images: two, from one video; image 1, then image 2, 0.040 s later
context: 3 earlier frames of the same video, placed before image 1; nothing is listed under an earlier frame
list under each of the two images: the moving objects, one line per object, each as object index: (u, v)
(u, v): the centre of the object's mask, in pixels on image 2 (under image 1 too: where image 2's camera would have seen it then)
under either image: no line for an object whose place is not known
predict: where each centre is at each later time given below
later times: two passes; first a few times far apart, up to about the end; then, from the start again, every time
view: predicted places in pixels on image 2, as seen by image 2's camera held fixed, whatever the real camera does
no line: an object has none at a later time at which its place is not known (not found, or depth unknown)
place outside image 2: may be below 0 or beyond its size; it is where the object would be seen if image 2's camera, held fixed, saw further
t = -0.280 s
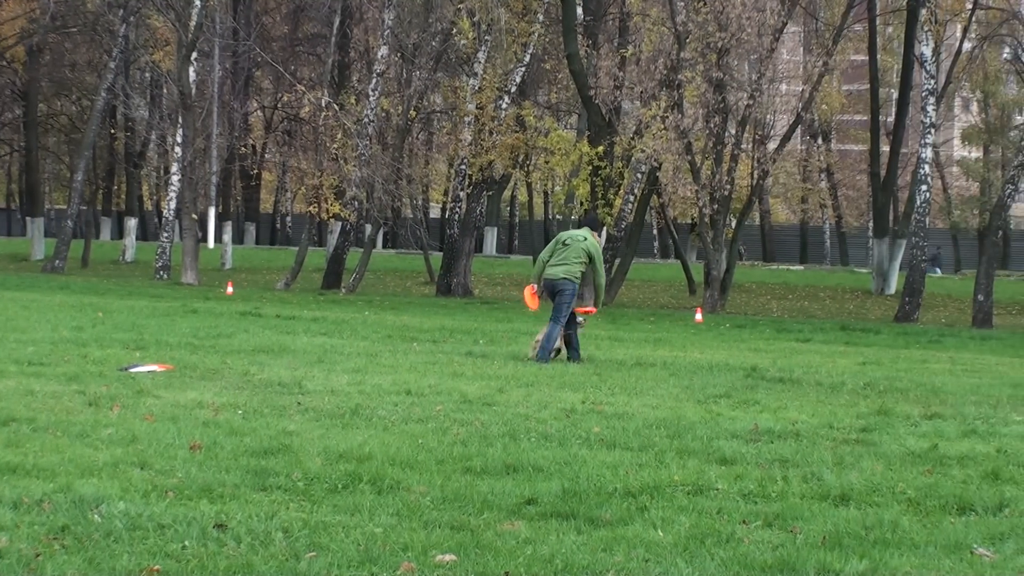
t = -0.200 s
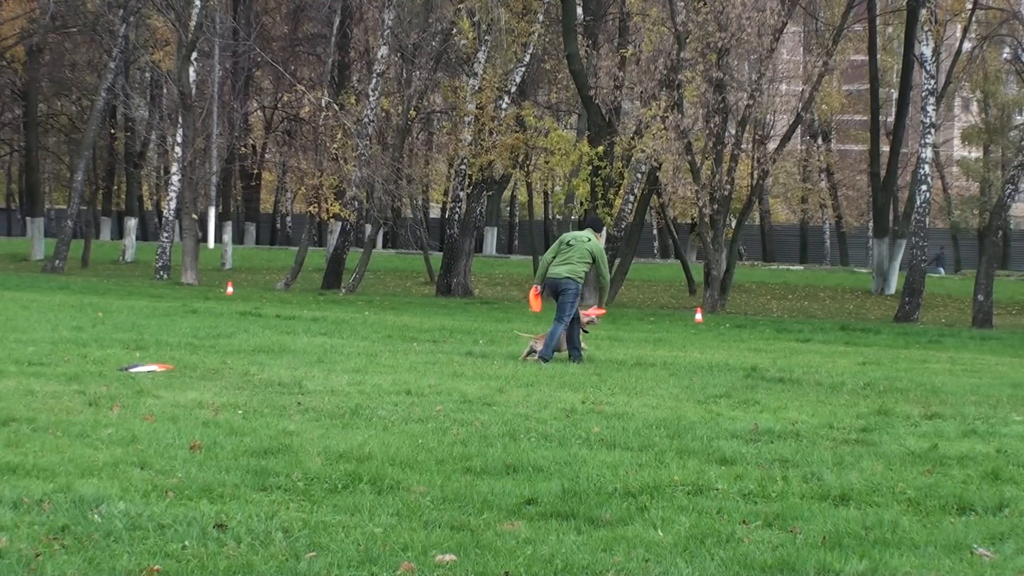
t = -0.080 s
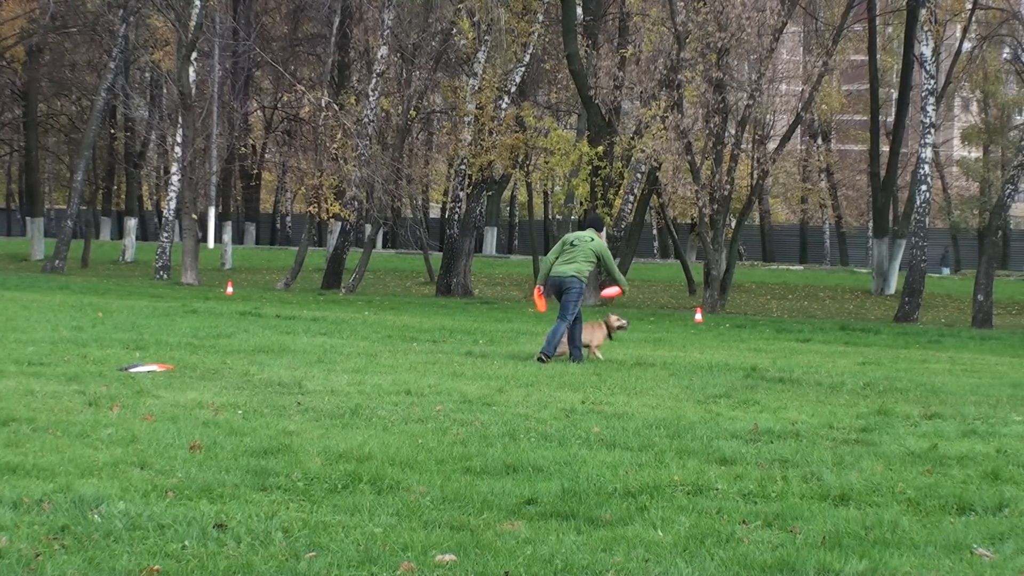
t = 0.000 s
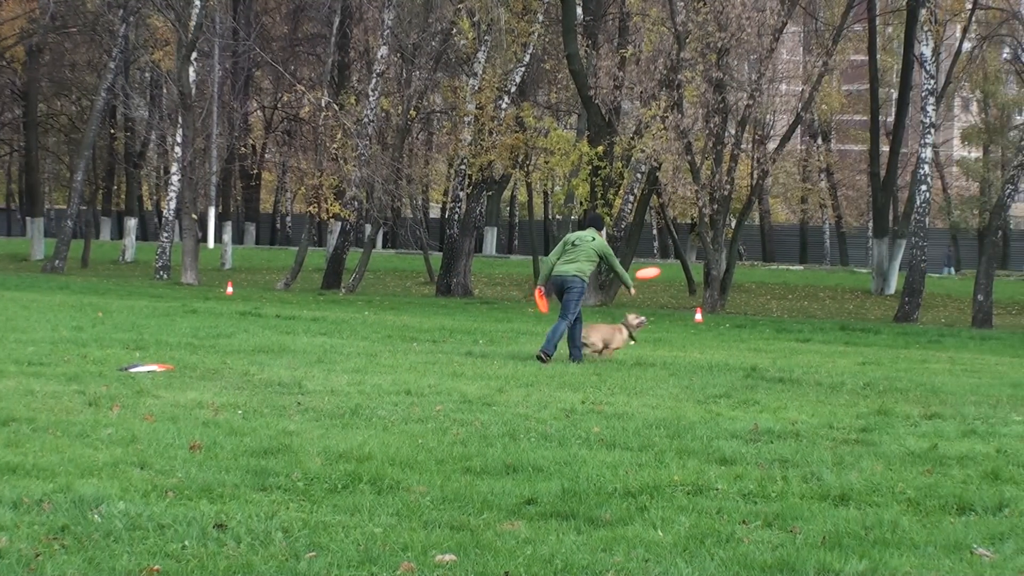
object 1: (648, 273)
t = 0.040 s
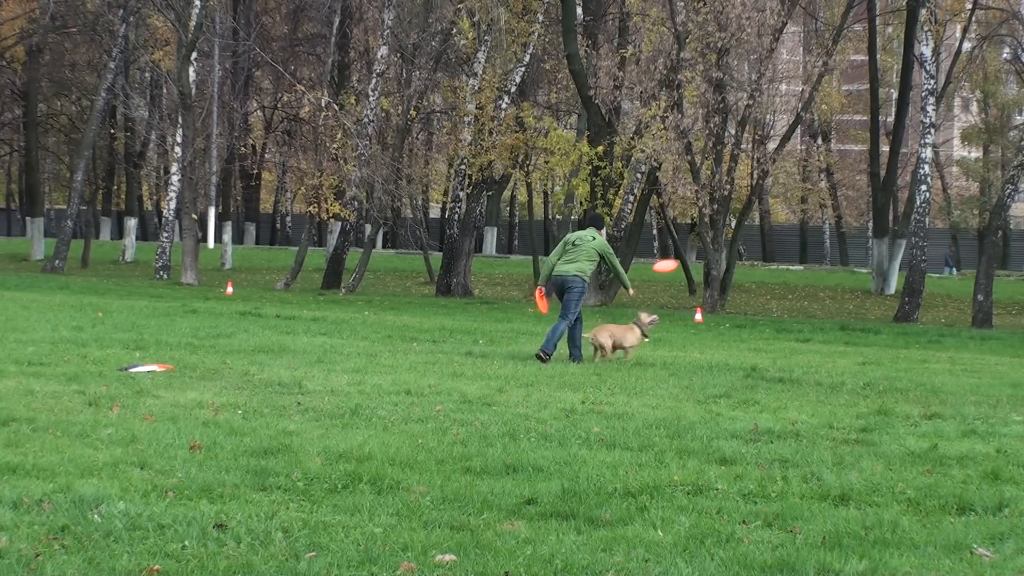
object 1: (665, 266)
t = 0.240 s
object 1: (747, 249)
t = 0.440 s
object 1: (823, 251)
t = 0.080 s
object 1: (682, 260)
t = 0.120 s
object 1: (699, 256)
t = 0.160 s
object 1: (715, 252)
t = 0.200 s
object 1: (731, 250)
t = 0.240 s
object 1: (747, 249)
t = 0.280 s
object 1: (763, 248)
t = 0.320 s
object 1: (778, 248)
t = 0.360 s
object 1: (793, 249)
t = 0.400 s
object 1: (808, 249)
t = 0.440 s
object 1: (823, 251)
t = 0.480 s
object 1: (838, 253)
